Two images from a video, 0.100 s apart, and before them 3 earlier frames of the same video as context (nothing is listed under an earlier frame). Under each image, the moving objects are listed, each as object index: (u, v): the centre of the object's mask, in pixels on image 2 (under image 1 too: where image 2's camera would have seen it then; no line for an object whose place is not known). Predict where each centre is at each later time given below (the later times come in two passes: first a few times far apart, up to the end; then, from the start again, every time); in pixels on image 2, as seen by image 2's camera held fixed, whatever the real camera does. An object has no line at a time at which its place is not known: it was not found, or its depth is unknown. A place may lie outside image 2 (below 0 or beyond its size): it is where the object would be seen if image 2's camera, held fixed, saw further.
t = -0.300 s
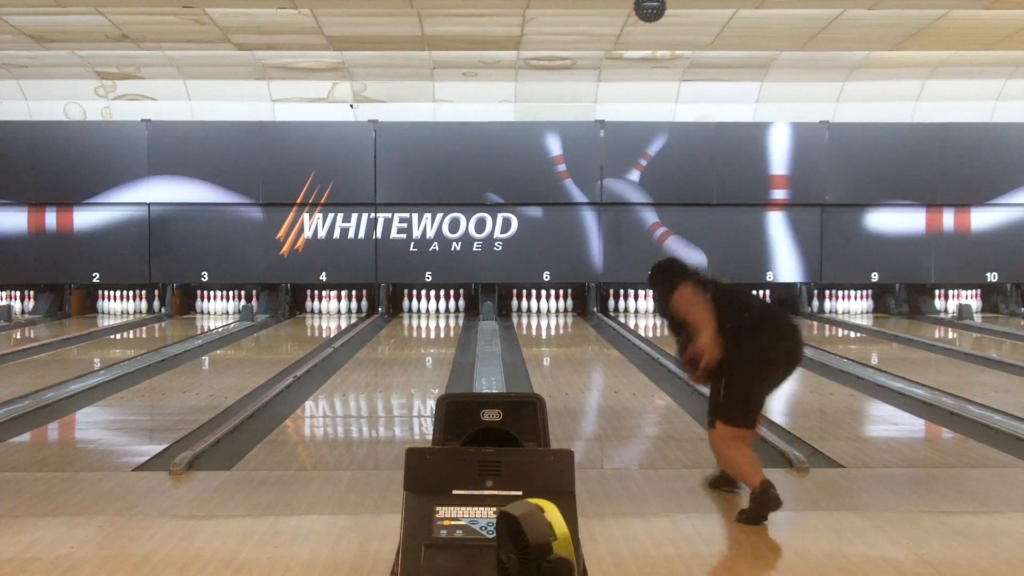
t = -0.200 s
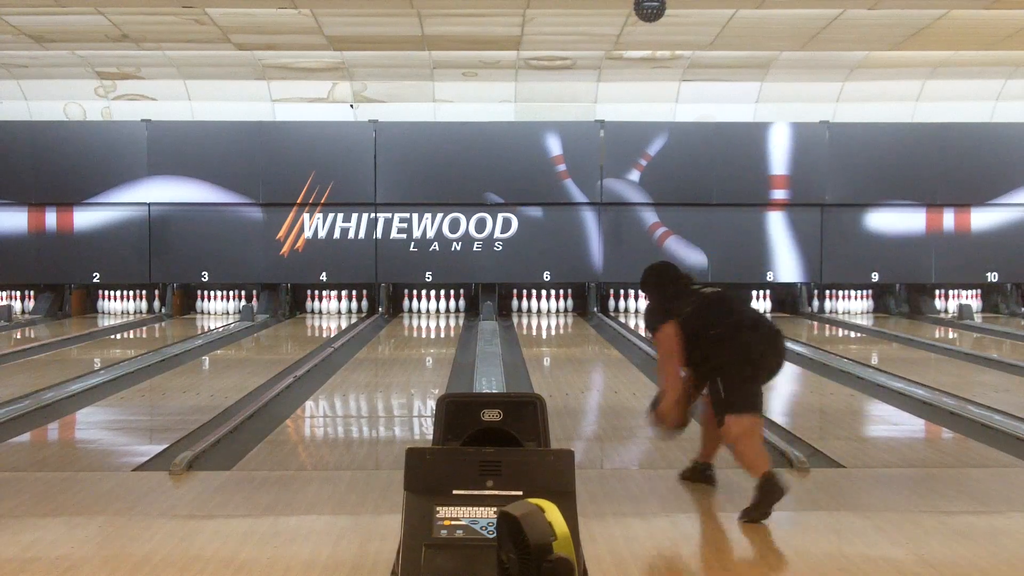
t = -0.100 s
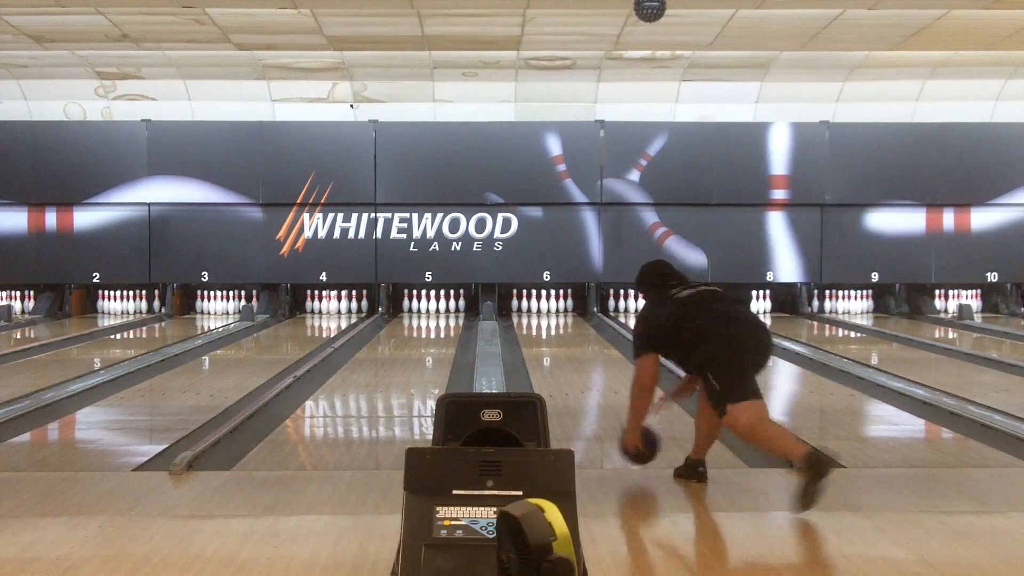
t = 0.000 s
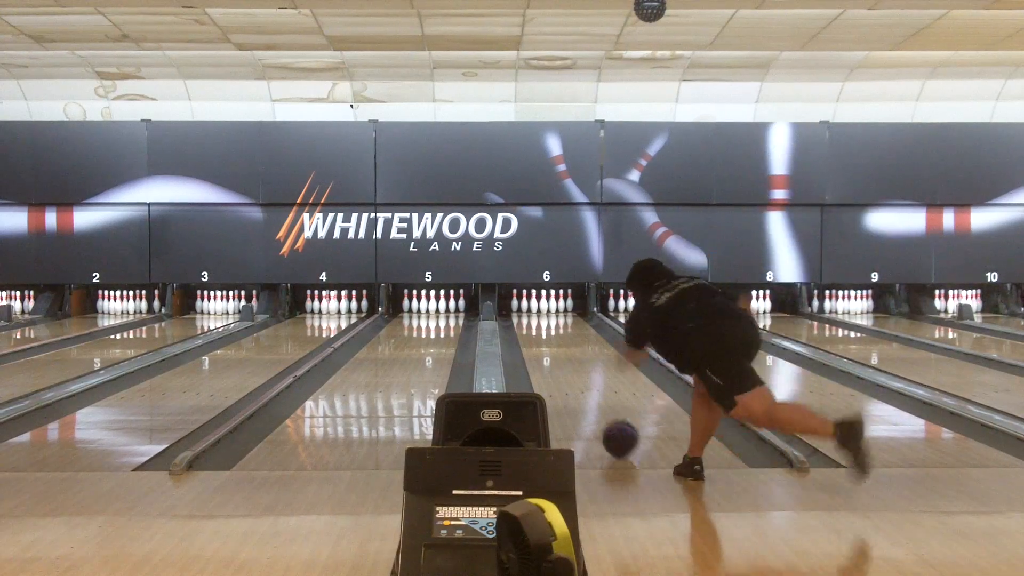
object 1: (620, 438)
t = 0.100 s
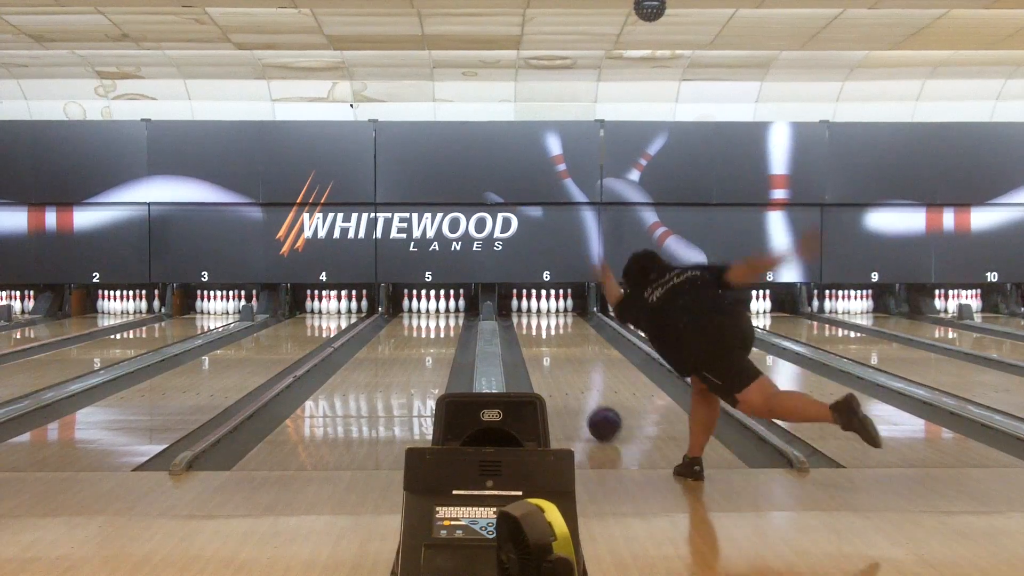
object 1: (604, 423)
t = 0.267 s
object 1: (583, 403)
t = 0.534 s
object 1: (559, 377)
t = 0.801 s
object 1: (542, 358)
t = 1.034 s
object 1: (532, 345)
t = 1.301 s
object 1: (525, 334)
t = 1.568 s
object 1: (522, 325)
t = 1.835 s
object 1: (525, 317)
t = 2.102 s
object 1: (531, 311)
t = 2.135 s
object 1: (532, 311)
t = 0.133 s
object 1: (600, 419)
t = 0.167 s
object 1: (595, 414)
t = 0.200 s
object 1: (591, 410)
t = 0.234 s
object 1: (587, 406)
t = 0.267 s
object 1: (583, 403)
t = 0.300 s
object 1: (580, 399)
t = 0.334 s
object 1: (577, 395)
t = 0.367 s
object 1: (573, 392)
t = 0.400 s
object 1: (570, 388)
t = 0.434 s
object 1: (568, 386)
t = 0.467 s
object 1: (565, 383)
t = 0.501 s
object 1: (562, 380)
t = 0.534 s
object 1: (559, 377)
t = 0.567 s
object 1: (557, 374)
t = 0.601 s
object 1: (555, 372)
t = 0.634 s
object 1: (552, 369)
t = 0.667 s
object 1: (550, 367)
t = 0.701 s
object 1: (548, 365)
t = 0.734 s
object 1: (546, 362)
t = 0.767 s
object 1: (544, 360)
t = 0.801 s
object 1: (542, 358)
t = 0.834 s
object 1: (541, 356)
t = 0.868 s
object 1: (539, 355)
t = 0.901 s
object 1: (538, 353)
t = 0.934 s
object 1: (536, 350)
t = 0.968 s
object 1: (535, 349)
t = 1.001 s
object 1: (533, 347)
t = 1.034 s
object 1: (532, 345)
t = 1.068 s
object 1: (531, 344)
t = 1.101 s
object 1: (530, 342)
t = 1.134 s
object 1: (529, 341)
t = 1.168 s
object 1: (528, 339)
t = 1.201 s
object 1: (527, 338)
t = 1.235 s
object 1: (526, 337)
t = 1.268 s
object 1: (525, 336)
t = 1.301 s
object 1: (525, 334)
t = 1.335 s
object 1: (524, 333)
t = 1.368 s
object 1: (524, 331)
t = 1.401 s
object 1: (524, 330)
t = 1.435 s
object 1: (523, 329)
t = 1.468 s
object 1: (523, 328)
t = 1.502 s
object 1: (523, 327)
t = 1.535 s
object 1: (523, 326)
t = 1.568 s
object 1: (522, 325)
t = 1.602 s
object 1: (522, 324)
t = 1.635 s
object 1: (523, 323)
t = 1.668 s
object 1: (523, 322)
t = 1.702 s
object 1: (523, 321)
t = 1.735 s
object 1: (524, 320)
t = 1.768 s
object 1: (524, 320)
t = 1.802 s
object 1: (524, 319)
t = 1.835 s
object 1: (525, 317)
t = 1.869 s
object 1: (526, 317)
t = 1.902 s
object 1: (526, 316)
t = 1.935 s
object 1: (527, 315)
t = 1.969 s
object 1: (527, 314)
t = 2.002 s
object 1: (528, 313)
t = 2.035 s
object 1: (529, 313)
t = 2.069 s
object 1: (530, 312)
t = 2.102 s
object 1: (531, 311)
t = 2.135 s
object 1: (532, 311)
